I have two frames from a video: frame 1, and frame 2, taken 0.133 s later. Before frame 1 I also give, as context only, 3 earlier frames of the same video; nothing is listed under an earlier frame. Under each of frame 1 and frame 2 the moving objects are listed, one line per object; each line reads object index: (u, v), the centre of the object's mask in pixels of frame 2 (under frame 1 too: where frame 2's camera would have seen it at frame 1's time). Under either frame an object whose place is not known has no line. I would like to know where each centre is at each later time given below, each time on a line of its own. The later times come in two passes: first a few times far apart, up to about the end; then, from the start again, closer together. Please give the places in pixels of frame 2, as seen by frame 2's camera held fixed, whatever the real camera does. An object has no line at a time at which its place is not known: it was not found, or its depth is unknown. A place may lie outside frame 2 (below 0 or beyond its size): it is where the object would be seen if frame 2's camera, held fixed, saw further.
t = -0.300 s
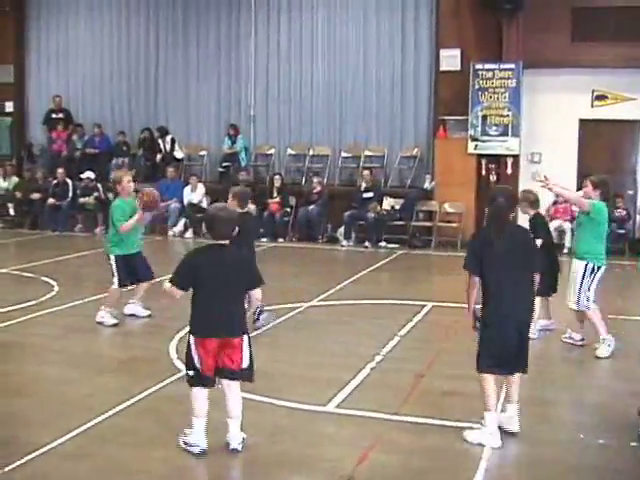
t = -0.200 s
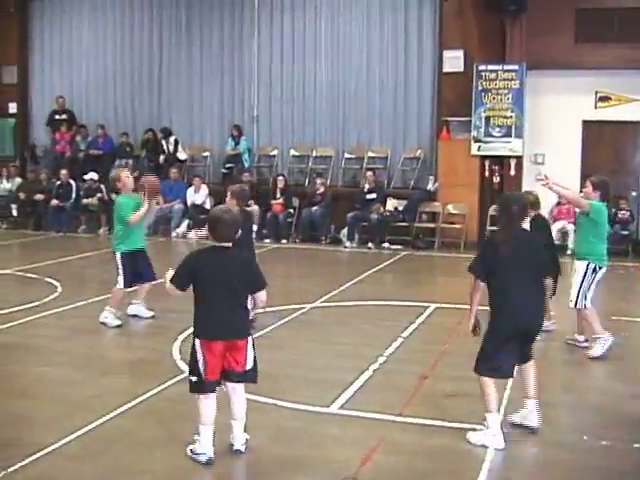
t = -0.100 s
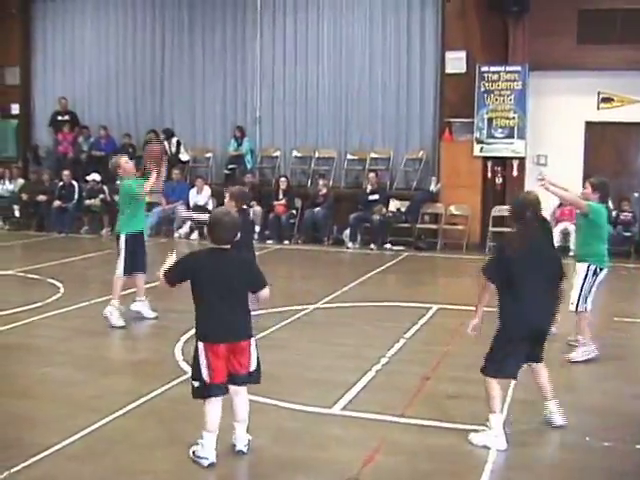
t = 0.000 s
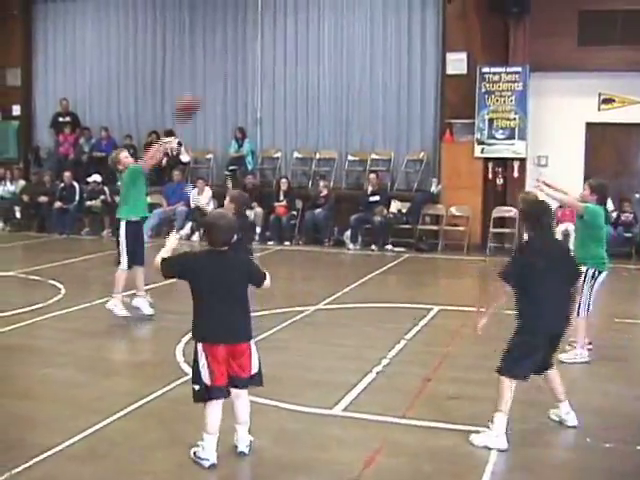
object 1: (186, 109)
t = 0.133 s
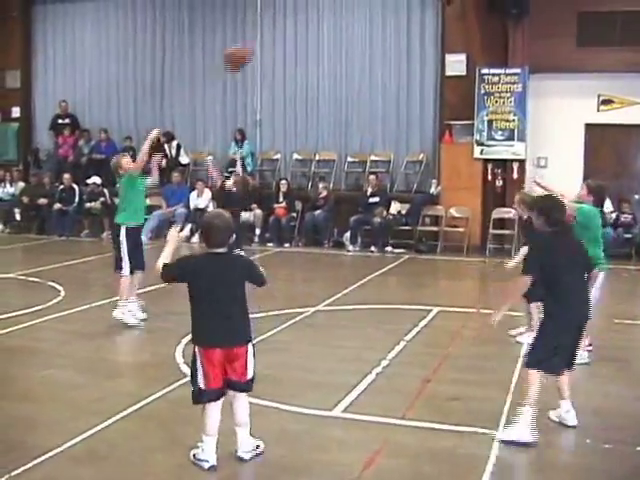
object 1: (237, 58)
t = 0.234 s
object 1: (275, 30)
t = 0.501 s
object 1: (386, 14)
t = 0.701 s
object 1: (470, 58)
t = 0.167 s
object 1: (250, 46)
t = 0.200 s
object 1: (262, 38)
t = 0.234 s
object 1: (275, 30)
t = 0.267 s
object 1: (288, 24)
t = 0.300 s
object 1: (303, 18)
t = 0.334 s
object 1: (316, 14)
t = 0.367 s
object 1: (329, 11)
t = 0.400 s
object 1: (344, 10)
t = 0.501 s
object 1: (386, 14)
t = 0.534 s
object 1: (399, 18)
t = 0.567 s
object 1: (413, 24)
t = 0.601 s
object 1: (427, 30)
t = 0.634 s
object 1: (444, 39)
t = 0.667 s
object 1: (458, 46)
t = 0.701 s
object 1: (470, 58)
